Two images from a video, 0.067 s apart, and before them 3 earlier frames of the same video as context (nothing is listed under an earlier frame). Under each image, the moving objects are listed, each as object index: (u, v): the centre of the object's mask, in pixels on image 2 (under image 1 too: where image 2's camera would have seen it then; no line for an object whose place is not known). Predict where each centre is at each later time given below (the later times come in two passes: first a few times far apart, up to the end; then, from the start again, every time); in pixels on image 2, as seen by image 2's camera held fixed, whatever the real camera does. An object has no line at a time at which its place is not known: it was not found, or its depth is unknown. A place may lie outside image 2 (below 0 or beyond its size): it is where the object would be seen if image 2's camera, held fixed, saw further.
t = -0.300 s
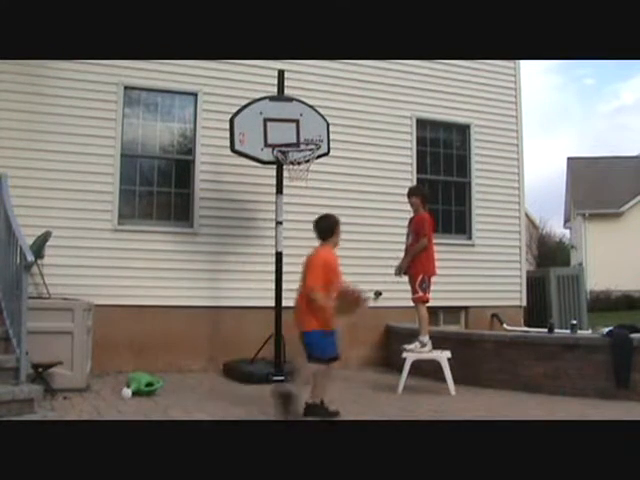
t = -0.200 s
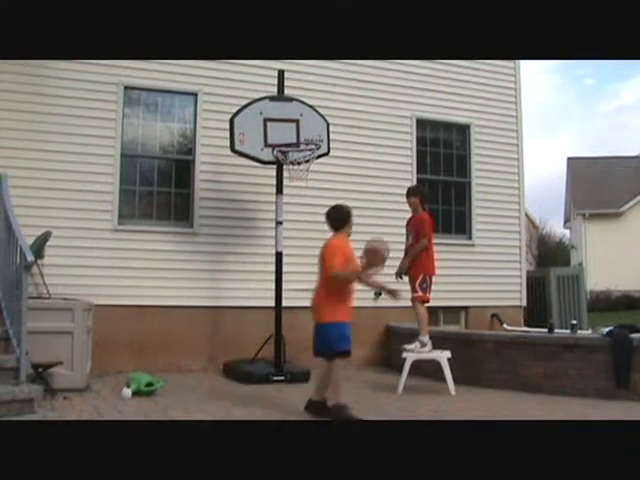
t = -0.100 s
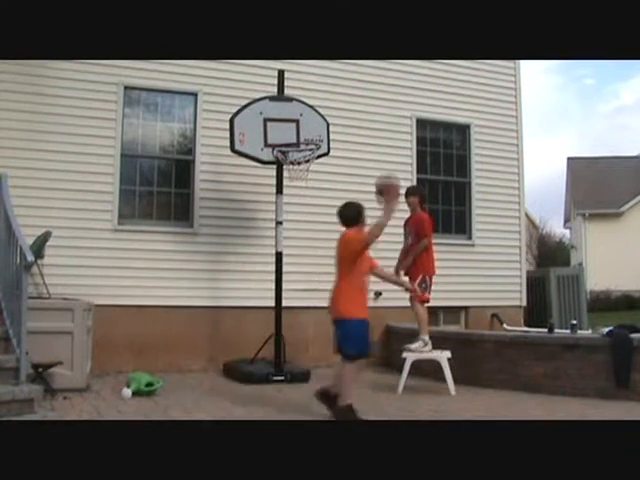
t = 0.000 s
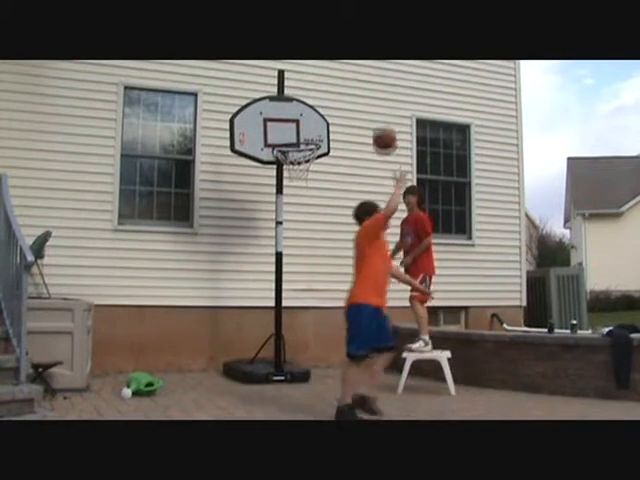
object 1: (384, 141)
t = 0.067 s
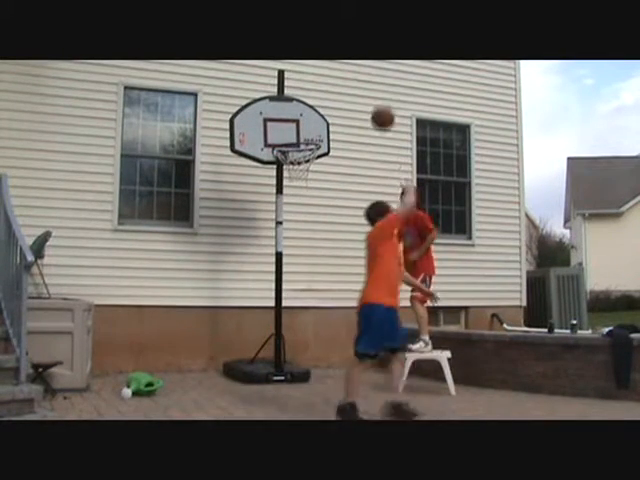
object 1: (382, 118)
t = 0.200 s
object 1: (379, 92)
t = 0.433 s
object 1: (374, 102)
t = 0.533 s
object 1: (373, 124)
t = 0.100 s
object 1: (381, 109)
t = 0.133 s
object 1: (380, 101)
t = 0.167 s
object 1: (380, 96)
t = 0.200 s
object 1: (379, 92)
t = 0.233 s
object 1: (378, 90)
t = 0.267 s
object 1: (377, 89)
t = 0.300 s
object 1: (377, 89)
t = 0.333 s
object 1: (376, 90)
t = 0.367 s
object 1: (375, 93)
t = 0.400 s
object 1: (375, 97)
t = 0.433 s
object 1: (374, 102)
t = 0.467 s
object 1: (374, 108)
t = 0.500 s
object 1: (373, 116)
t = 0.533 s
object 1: (373, 124)
